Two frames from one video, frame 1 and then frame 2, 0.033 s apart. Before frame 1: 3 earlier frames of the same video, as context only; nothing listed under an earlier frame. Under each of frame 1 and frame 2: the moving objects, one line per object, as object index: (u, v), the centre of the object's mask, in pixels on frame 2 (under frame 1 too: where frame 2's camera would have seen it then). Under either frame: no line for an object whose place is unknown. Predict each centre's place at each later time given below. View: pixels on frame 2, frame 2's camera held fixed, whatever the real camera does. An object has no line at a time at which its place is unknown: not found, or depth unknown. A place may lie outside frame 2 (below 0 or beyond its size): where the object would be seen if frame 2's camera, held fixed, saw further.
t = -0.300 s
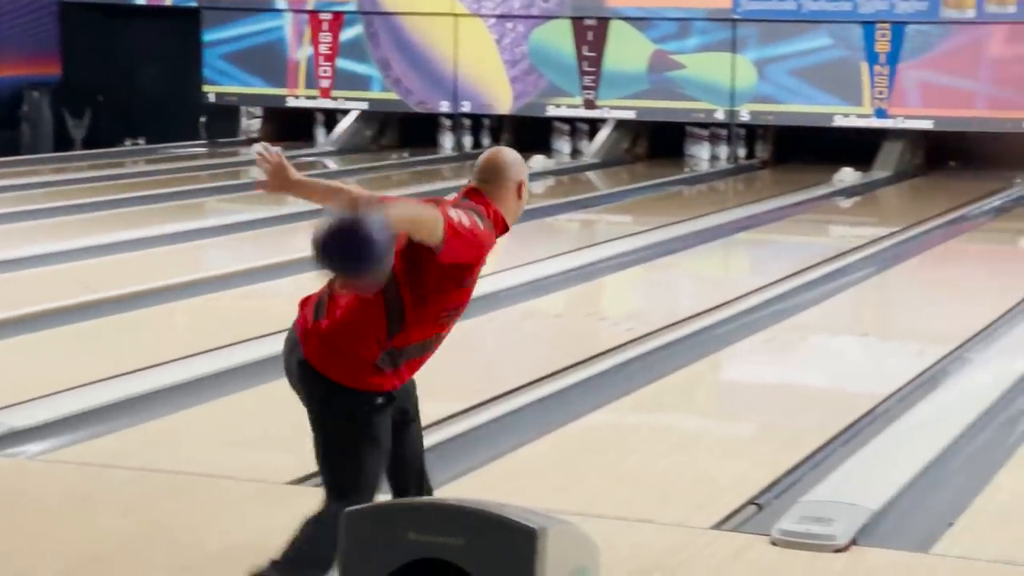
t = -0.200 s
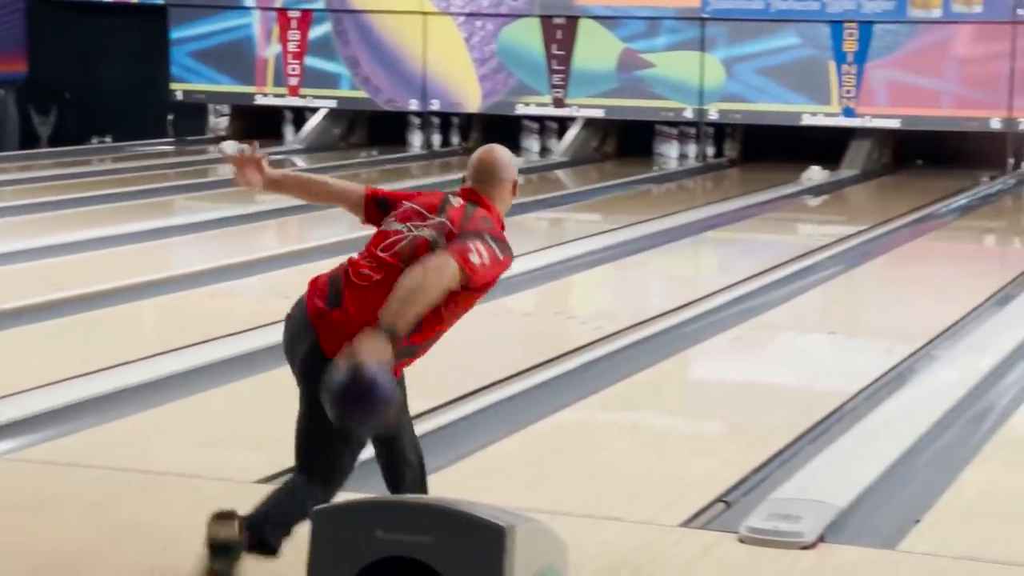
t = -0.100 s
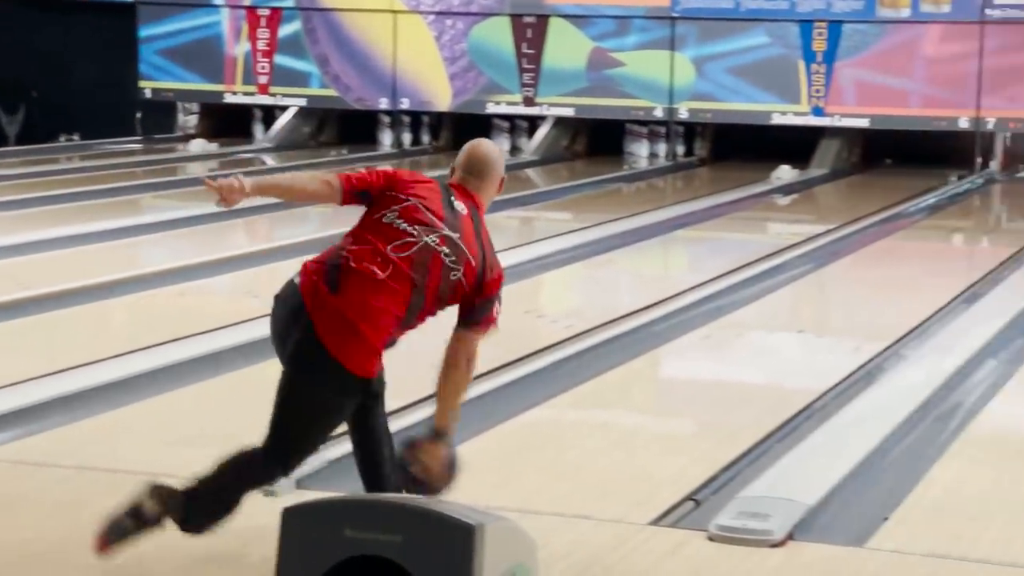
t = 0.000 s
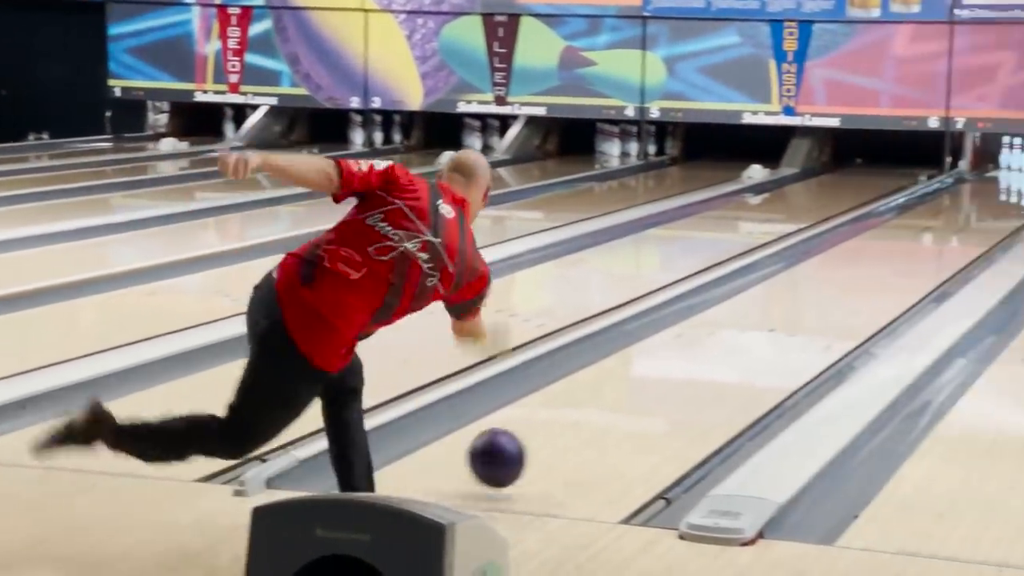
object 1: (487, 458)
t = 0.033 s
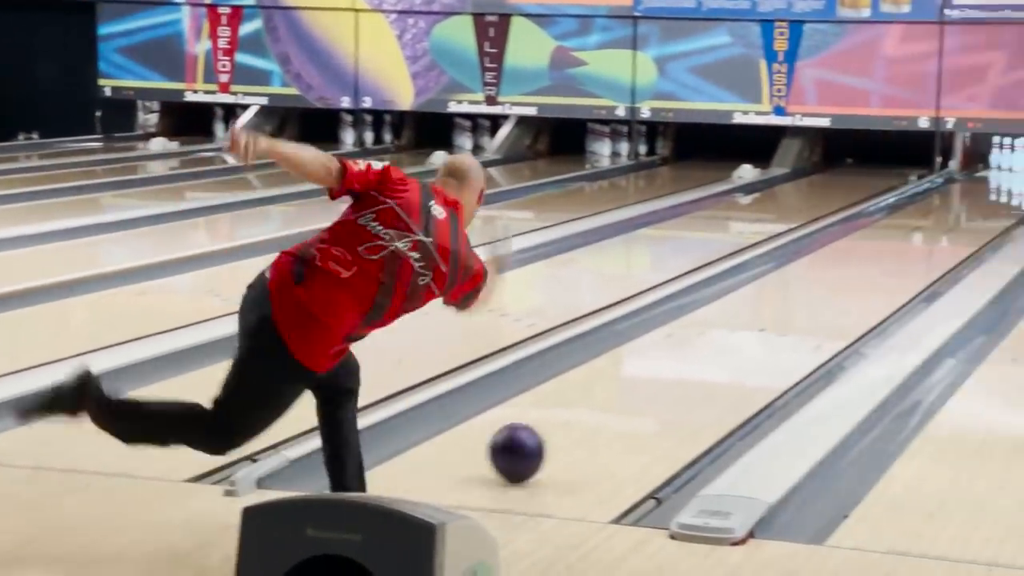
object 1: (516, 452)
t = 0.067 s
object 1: (544, 439)
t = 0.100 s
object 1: (569, 425)
